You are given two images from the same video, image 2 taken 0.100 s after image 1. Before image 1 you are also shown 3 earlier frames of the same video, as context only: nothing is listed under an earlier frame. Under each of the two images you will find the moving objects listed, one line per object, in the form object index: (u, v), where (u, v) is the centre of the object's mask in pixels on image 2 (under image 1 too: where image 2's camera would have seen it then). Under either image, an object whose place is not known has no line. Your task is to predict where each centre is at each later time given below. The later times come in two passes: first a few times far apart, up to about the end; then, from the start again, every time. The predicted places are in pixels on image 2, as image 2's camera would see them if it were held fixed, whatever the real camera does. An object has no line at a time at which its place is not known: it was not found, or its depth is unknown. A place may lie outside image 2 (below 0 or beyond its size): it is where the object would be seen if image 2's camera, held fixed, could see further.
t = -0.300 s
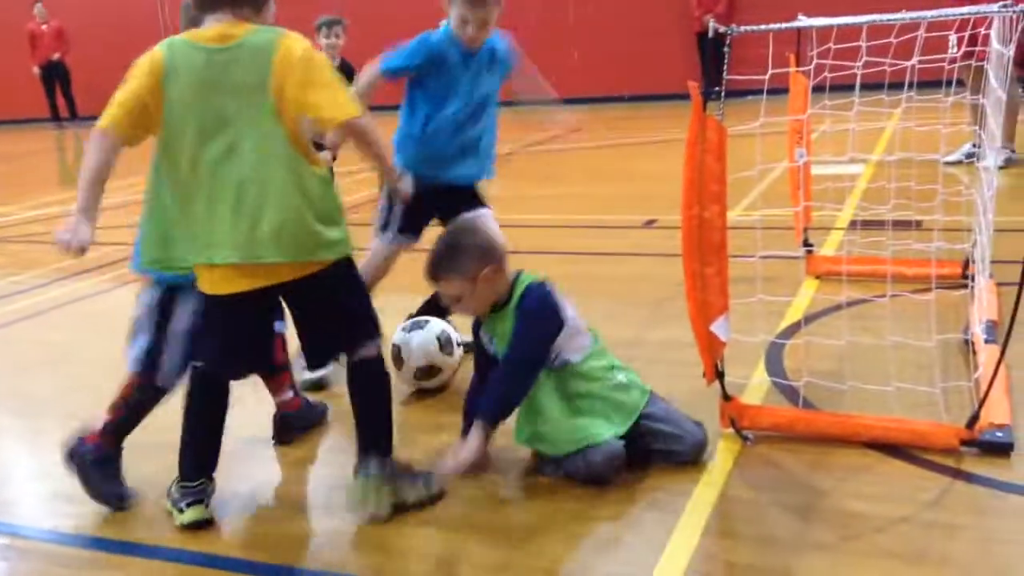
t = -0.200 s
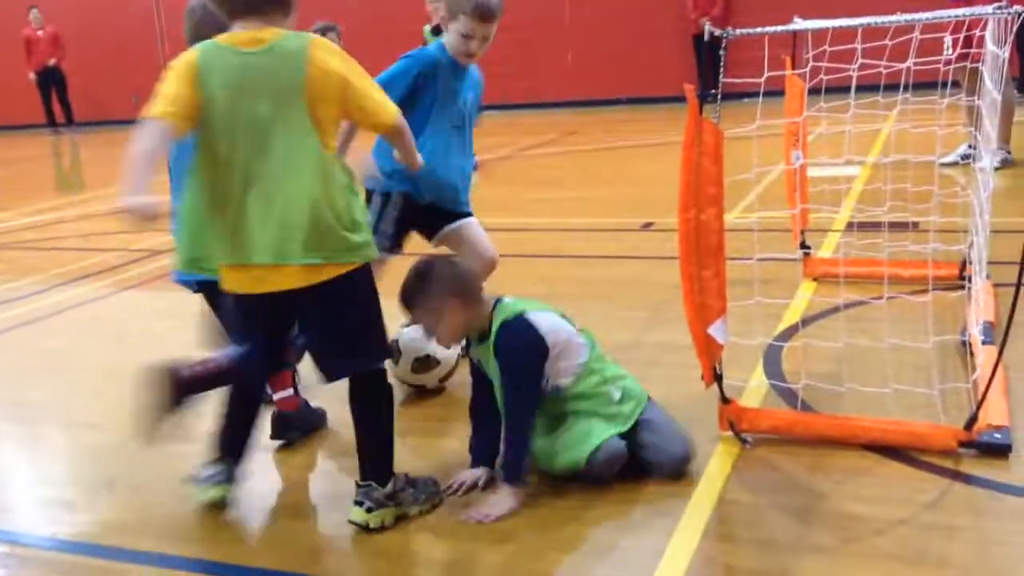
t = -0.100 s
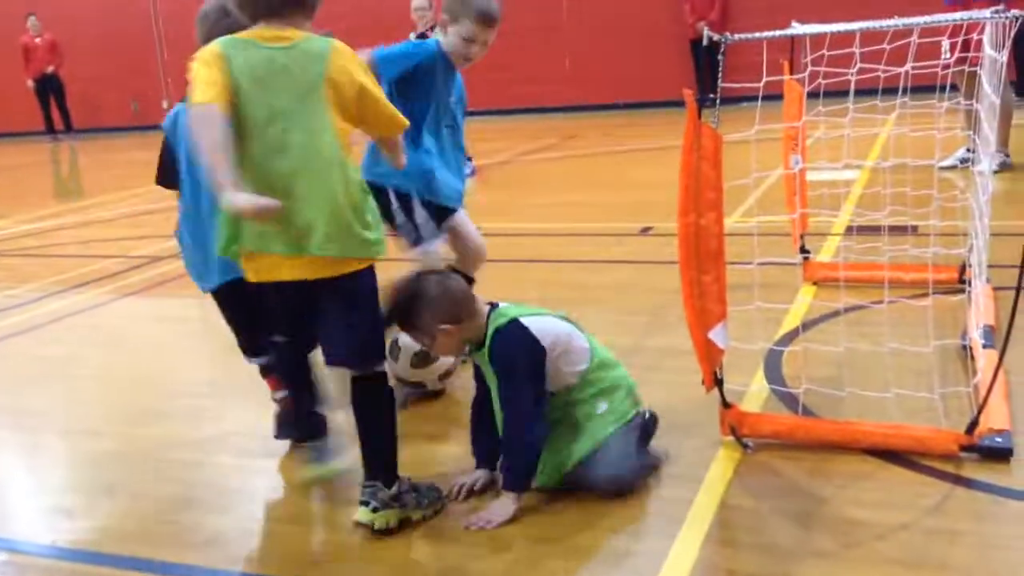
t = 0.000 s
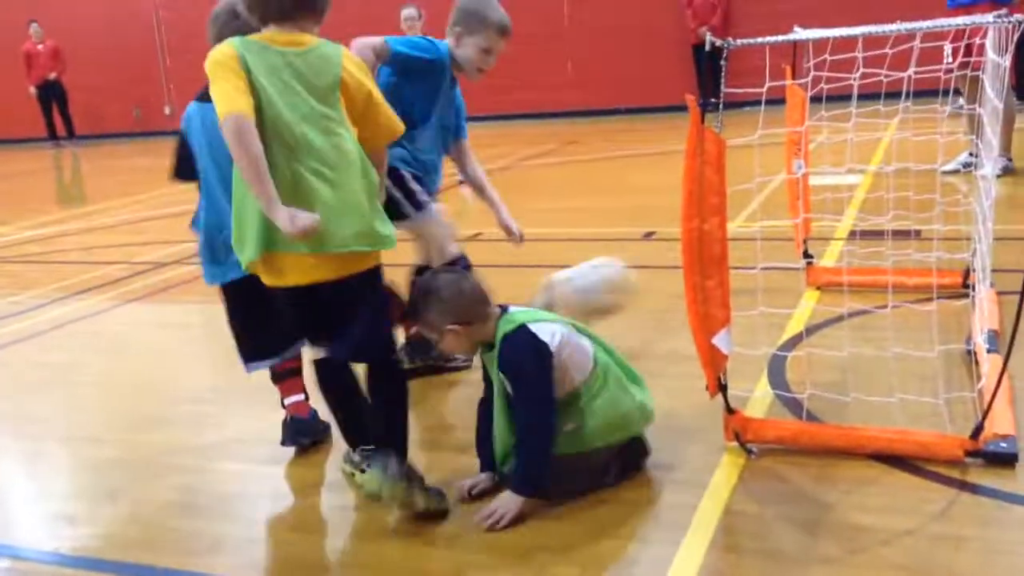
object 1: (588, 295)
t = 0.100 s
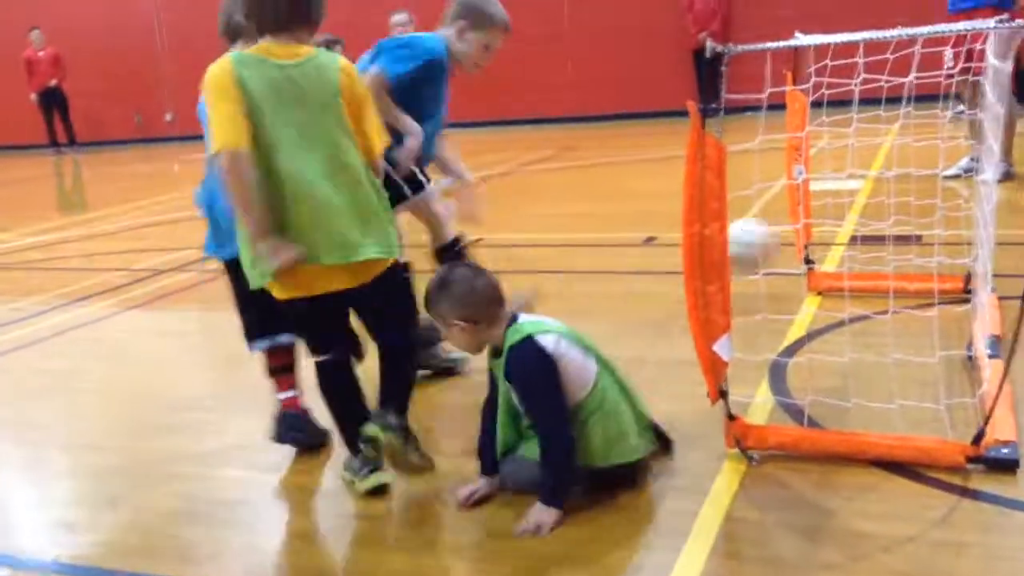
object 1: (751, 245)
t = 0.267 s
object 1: (789, 234)
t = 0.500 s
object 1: (787, 226)
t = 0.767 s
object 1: (797, 222)
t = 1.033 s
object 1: (810, 223)
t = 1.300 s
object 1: (820, 216)
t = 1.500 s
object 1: (827, 207)
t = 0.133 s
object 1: (783, 234)
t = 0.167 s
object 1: (790, 231)
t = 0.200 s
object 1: (787, 228)
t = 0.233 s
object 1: (789, 230)
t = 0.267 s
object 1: (789, 234)
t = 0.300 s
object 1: (785, 238)
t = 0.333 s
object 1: (783, 245)
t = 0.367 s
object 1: (783, 248)
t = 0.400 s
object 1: (785, 237)
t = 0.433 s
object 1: (785, 231)
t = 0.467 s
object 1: (786, 227)
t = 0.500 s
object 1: (787, 226)
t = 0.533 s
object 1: (789, 227)
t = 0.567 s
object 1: (790, 230)
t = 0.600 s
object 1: (790, 237)
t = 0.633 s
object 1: (792, 238)
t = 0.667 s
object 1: (791, 227)
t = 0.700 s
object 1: (795, 225)
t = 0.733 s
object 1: (796, 223)
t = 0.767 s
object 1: (797, 222)
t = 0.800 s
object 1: (799, 227)
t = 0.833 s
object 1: (800, 231)
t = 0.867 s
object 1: (801, 229)
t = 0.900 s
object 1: (804, 219)
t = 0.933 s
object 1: (806, 222)
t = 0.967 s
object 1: (807, 222)
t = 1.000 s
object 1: (808, 225)
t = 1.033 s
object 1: (810, 223)
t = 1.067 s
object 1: (811, 222)
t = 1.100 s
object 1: (812, 219)
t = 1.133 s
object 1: (814, 221)
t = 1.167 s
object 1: (817, 221)
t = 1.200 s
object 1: (818, 217)
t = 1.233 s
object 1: (818, 218)
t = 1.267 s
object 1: (819, 218)
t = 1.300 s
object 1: (820, 216)
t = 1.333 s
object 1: (822, 215)
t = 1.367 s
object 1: (823, 214)
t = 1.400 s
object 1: (824, 213)
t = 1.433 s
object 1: (824, 212)
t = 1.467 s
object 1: (827, 208)
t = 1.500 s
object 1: (827, 207)
